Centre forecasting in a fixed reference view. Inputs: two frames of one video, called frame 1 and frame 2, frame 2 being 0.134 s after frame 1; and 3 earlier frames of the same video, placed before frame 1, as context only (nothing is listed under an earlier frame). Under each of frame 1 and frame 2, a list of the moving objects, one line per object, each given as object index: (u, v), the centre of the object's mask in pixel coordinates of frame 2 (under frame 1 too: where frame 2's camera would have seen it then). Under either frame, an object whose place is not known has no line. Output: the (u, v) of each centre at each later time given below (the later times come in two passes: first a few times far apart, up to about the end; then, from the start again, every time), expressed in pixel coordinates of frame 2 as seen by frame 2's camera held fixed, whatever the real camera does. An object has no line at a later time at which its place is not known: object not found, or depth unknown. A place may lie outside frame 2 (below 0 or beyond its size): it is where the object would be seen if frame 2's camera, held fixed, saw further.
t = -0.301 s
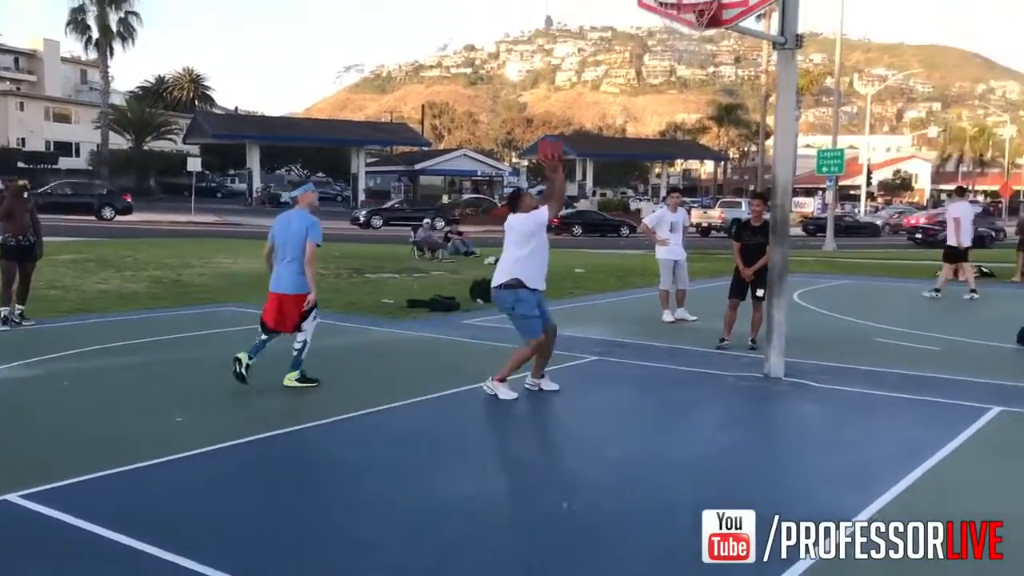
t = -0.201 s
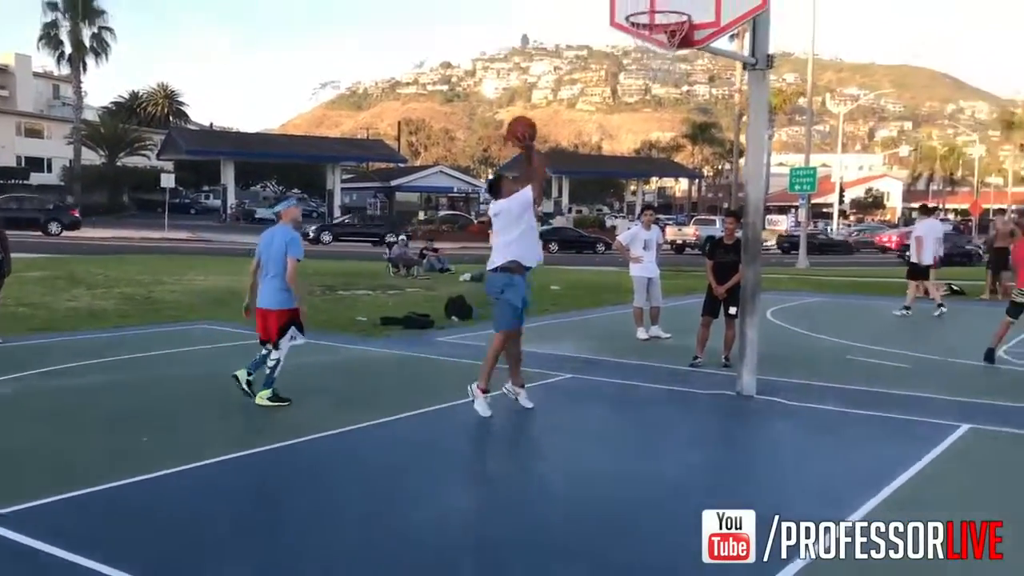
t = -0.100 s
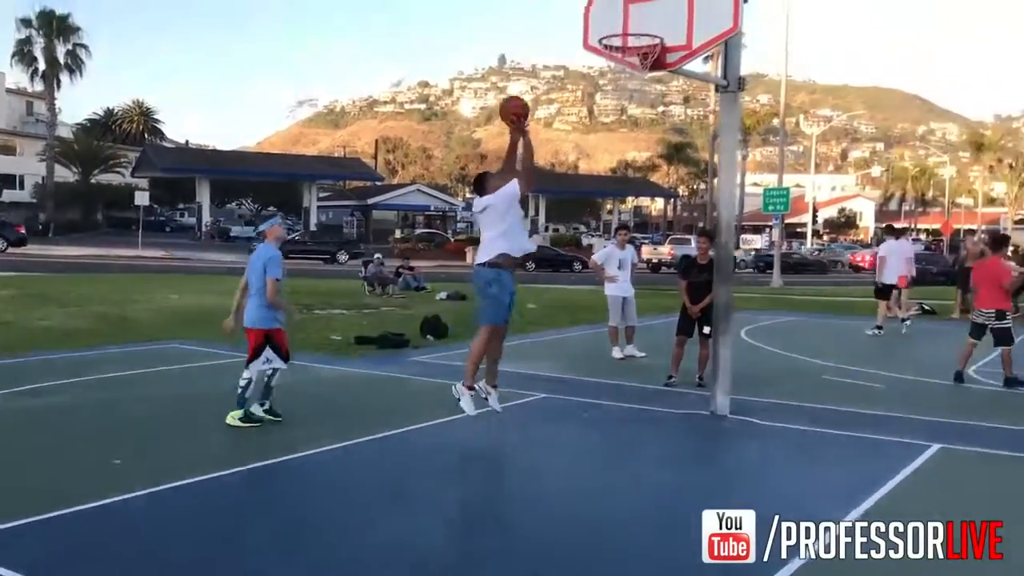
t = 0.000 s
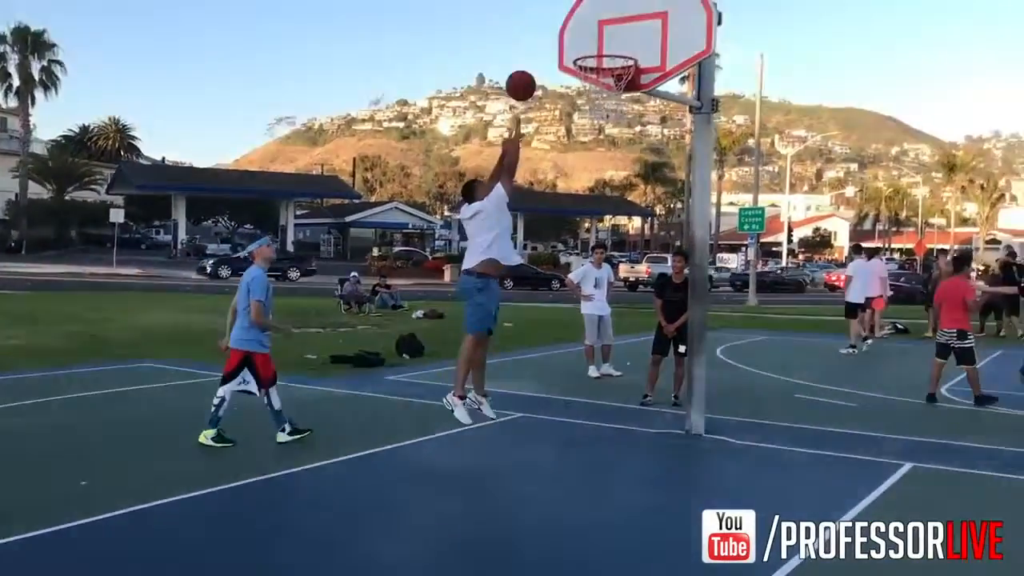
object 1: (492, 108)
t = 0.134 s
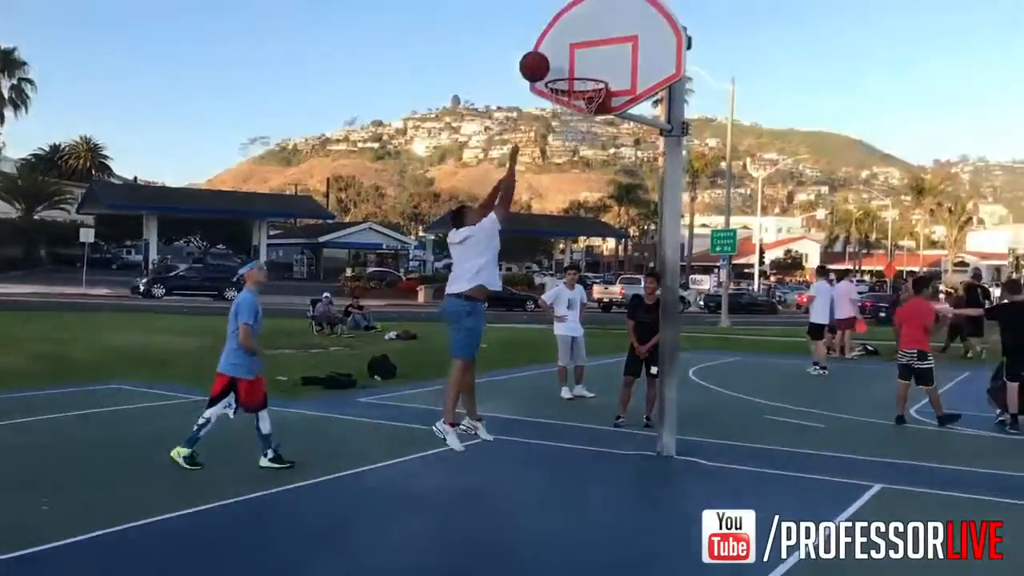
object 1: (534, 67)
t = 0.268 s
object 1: (567, 48)
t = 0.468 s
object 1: (579, 63)
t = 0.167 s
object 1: (544, 60)
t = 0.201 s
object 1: (554, 55)
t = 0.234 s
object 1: (566, 52)
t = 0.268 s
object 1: (567, 48)
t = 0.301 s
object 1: (569, 48)
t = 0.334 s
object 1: (571, 48)
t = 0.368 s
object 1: (573, 49)
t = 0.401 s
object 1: (575, 53)
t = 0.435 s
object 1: (577, 57)
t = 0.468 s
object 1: (579, 63)
